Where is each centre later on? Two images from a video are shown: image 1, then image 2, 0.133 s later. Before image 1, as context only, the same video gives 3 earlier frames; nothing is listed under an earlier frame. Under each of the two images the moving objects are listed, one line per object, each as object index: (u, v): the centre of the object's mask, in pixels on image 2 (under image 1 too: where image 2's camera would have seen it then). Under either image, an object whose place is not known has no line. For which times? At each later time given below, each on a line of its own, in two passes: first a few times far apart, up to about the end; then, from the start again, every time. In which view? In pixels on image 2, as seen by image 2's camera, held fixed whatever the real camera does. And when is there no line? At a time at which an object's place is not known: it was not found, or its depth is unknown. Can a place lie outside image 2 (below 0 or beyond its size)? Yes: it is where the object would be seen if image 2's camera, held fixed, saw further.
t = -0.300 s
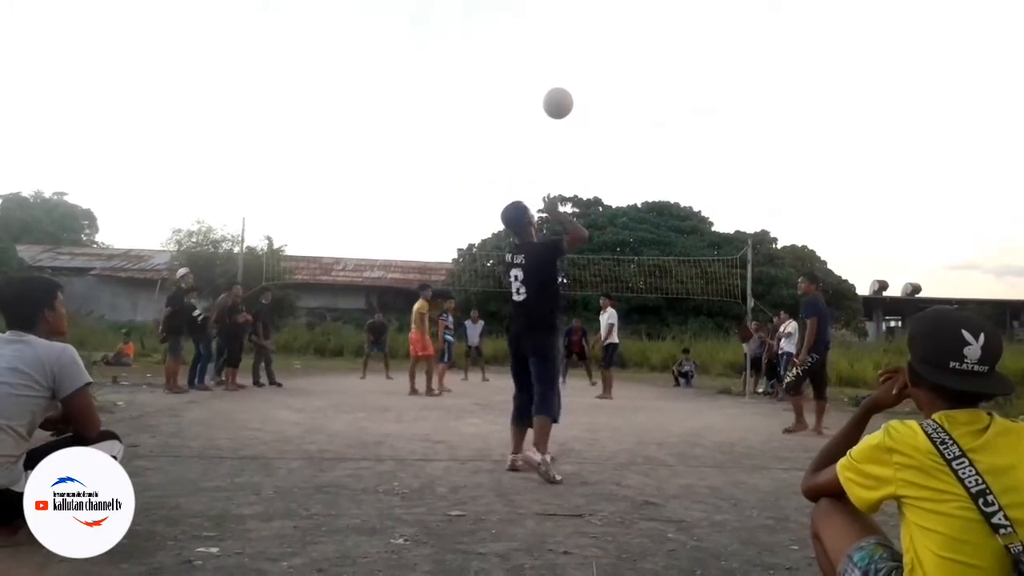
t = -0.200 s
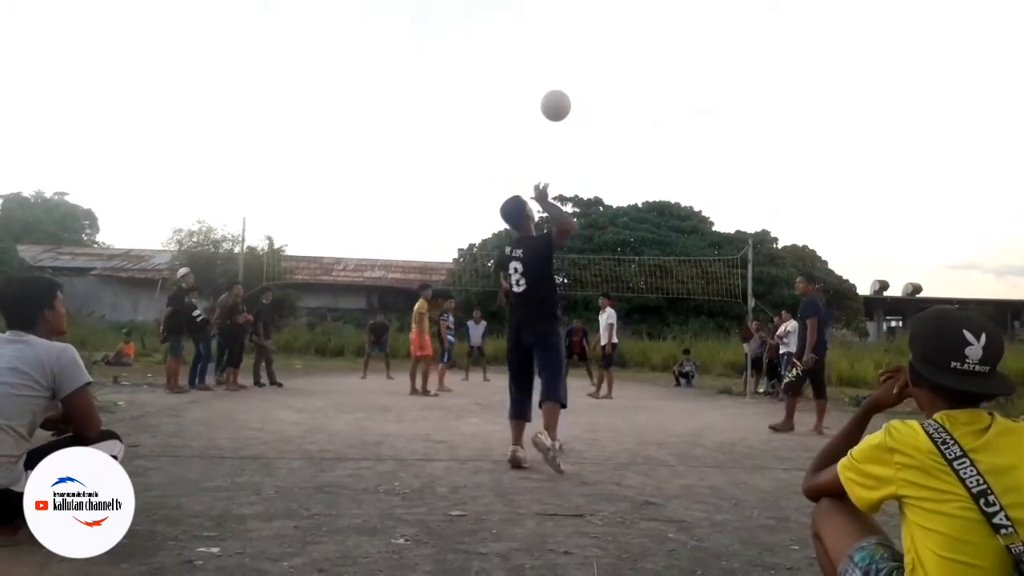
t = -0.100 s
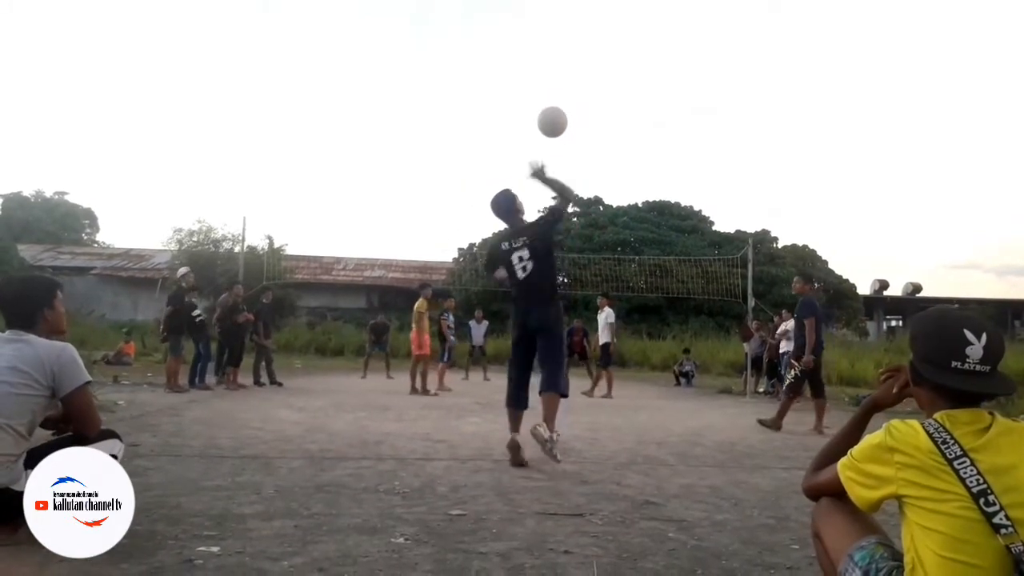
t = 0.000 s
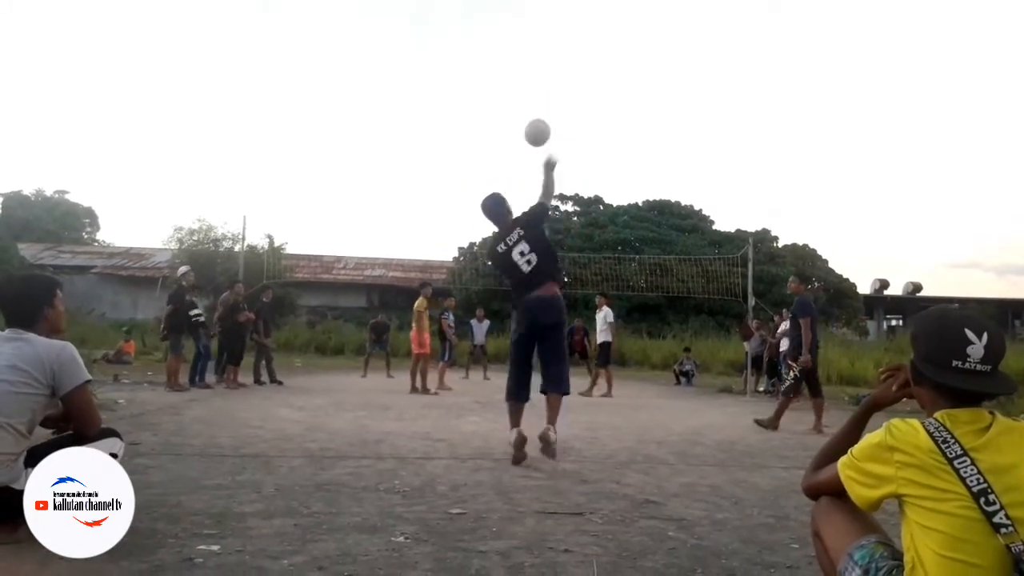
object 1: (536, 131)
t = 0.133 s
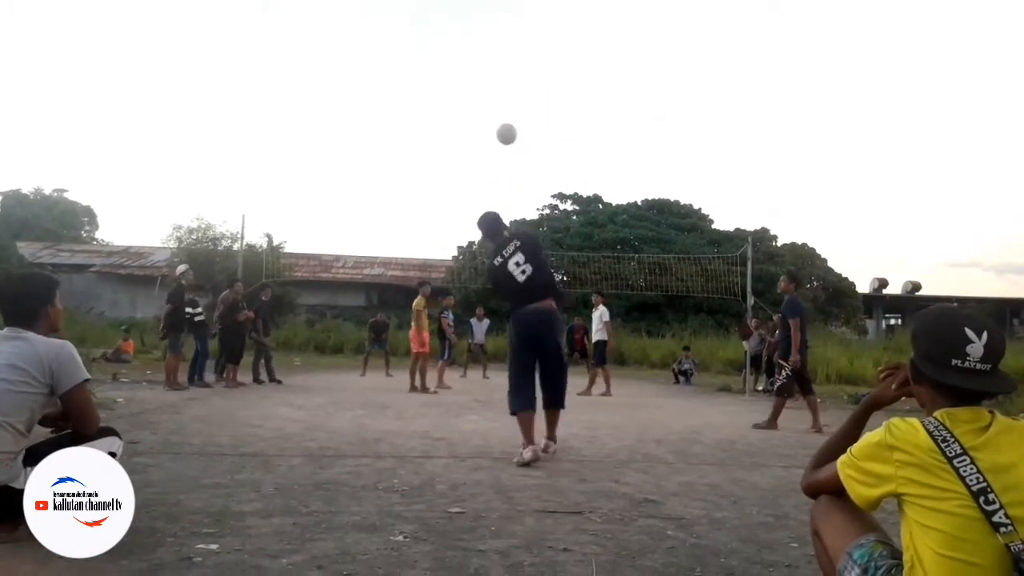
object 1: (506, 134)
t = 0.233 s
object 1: (491, 146)
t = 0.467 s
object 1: (466, 192)
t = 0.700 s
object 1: (449, 249)
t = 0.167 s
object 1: (501, 137)
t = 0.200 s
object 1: (496, 141)
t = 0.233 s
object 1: (491, 146)
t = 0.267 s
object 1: (487, 152)
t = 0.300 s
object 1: (482, 158)
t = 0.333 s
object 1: (479, 164)
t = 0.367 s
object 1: (475, 170)
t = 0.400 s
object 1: (472, 177)
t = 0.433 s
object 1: (469, 185)
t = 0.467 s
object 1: (466, 192)
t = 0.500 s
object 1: (462, 200)
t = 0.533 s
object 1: (460, 208)
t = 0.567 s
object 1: (457, 216)
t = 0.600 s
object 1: (455, 224)
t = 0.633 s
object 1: (453, 232)
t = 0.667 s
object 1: (451, 241)
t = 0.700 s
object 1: (449, 249)
